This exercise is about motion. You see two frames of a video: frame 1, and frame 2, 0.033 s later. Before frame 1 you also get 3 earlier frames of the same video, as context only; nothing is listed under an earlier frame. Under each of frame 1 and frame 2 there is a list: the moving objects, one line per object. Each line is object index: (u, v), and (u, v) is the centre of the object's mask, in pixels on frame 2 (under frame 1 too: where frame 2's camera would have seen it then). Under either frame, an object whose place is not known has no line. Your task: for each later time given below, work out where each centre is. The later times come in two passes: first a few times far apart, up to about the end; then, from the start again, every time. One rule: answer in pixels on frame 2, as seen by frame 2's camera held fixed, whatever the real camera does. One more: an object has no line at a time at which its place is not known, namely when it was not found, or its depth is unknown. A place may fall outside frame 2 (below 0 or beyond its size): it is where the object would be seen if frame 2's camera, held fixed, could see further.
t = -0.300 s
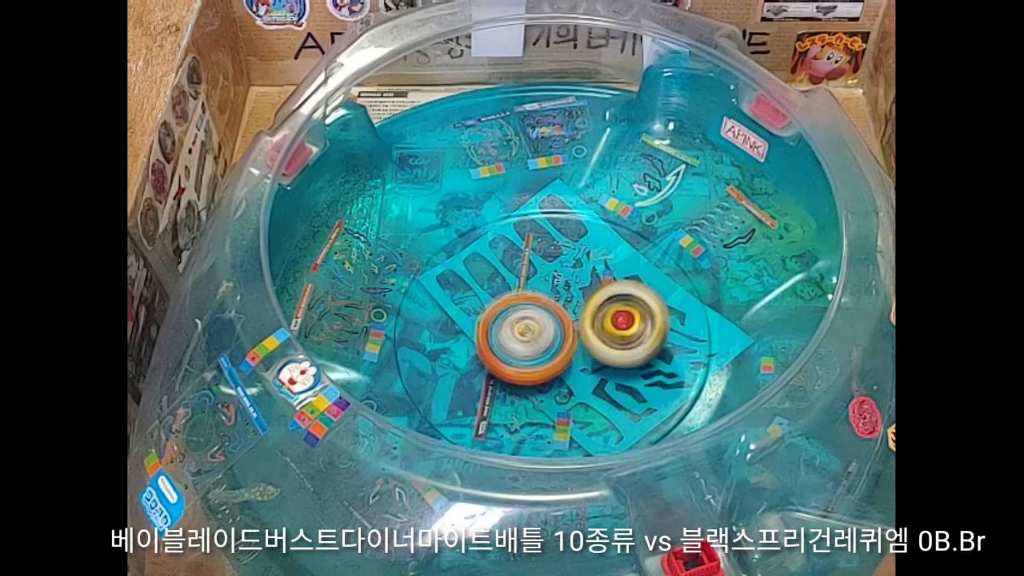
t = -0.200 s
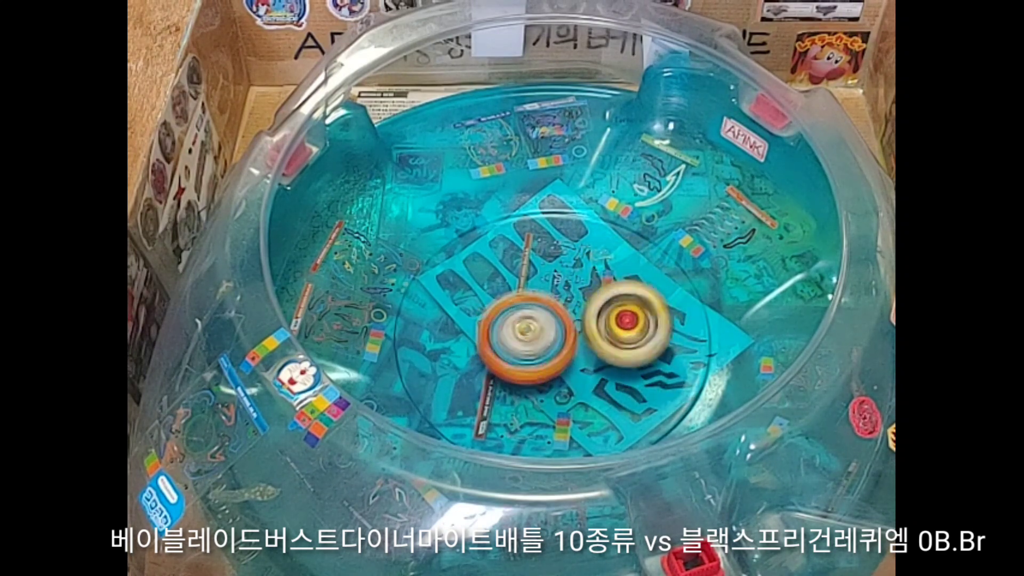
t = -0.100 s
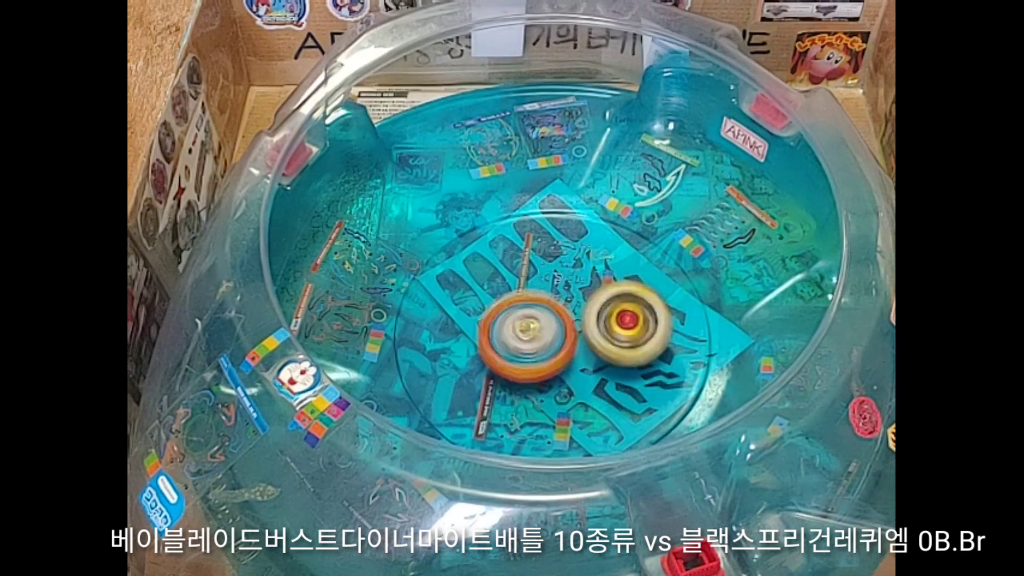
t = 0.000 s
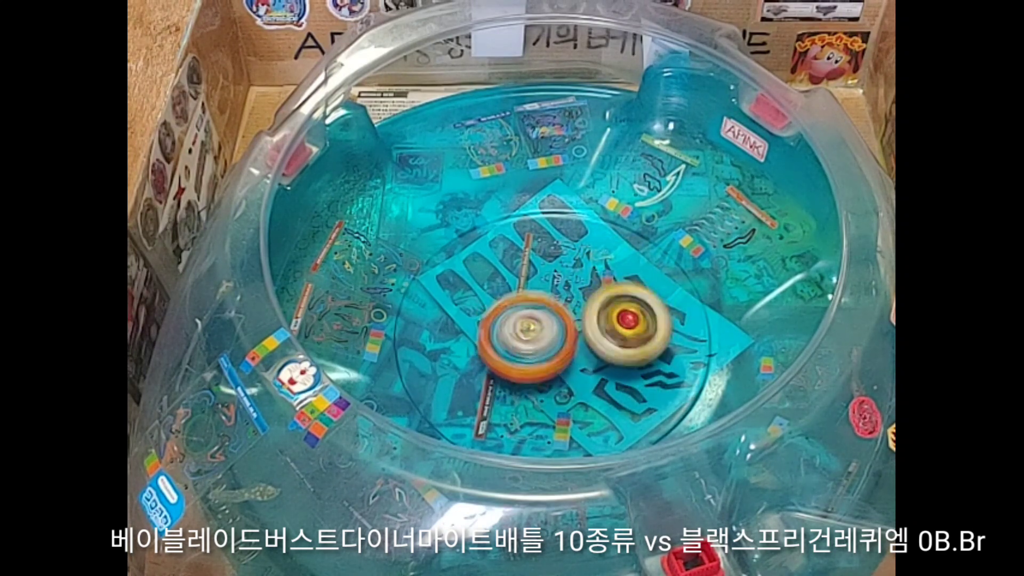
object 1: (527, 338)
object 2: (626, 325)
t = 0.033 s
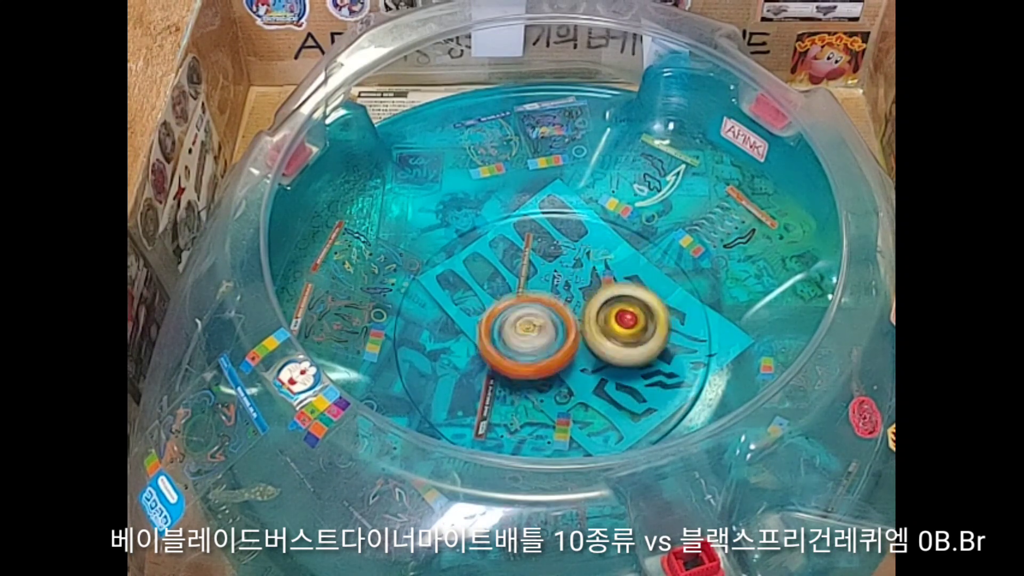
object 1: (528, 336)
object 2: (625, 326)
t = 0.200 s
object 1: (528, 338)
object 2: (626, 325)
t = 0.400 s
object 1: (527, 336)
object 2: (630, 322)
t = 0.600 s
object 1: (522, 334)
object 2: (643, 322)
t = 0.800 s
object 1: (523, 331)
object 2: (620, 331)
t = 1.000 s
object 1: (520, 328)
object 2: (628, 331)
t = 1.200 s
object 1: (517, 326)
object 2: (622, 324)
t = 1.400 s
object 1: (518, 326)
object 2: (616, 327)
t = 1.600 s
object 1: (516, 323)
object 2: (615, 328)
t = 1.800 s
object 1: (517, 323)
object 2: (613, 330)
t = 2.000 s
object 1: (516, 323)
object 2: (615, 330)
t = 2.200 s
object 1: (515, 322)
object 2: (612, 330)
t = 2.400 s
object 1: (515, 320)
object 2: (616, 324)
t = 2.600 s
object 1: (516, 324)
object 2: (613, 332)
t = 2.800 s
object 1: (517, 321)
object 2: (623, 333)
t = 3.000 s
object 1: (512, 324)
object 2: (609, 341)
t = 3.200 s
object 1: (518, 320)
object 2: (605, 355)
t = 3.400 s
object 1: (490, 300)
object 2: (647, 389)
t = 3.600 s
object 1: (490, 303)
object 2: (639, 366)
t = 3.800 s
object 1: (520, 305)
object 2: (596, 351)
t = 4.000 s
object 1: (536, 302)
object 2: (631, 360)
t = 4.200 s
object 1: (547, 306)
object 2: (623, 370)
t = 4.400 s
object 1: (546, 304)
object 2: (605, 370)
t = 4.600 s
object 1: (539, 298)
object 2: (566, 380)
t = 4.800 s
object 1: (540, 299)
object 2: (537, 377)
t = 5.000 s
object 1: (546, 302)
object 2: (524, 383)
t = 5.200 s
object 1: (566, 301)
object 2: (528, 394)
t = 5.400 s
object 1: (581, 310)
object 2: (518, 401)
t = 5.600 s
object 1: (583, 325)
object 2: (512, 384)
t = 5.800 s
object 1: (585, 324)
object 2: (511, 380)
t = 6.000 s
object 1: (571, 312)
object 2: (501, 365)
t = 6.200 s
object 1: (571, 289)
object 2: (502, 342)
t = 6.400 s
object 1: (574, 289)
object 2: (494, 333)
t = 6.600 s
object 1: (588, 298)
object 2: (501, 335)
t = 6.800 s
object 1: (586, 321)
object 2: (498, 322)
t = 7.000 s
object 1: (576, 344)
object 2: (486, 318)
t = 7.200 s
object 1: (559, 364)
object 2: (490, 299)
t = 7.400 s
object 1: (557, 365)
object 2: (504, 297)
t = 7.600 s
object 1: (563, 363)
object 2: (499, 298)
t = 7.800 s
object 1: (558, 358)
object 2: (486, 302)
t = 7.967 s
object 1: (557, 358)
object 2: (484, 302)
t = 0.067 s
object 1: (529, 337)
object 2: (625, 326)
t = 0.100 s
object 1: (527, 337)
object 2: (626, 327)
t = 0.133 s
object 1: (528, 336)
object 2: (625, 326)
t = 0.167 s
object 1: (529, 337)
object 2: (625, 326)
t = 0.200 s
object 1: (528, 338)
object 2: (626, 325)
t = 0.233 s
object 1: (528, 337)
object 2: (625, 324)
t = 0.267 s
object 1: (529, 336)
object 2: (625, 323)
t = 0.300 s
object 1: (527, 336)
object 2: (629, 322)
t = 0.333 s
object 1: (527, 336)
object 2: (632, 322)
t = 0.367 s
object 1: (528, 336)
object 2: (631, 323)
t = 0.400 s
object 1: (527, 336)
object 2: (630, 322)
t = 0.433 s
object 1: (527, 336)
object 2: (625, 321)
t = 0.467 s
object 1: (524, 336)
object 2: (624, 322)
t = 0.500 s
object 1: (521, 334)
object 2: (635, 321)
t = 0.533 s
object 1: (524, 333)
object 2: (640, 320)
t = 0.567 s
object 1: (523, 335)
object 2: (642, 321)
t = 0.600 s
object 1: (522, 334)
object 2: (643, 322)
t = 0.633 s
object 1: (523, 334)
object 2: (639, 322)
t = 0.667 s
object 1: (523, 334)
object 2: (633, 323)
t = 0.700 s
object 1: (523, 334)
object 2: (627, 324)
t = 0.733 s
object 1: (521, 333)
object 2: (621, 328)
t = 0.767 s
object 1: (521, 331)
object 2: (621, 330)
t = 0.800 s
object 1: (523, 331)
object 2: (620, 331)
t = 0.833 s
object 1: (521, 331)
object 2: (622, 332)
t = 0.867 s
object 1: (522, 330)
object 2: (620, 332)
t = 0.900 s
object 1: (522, 330)
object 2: (623, 332)
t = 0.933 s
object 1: (521, 330)
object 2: (622, 332)
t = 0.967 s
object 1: (522, 329)
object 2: (621, 332)
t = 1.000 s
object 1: (520, 328)
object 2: (628, 331)
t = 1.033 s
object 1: (521, 328)
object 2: (627, 331)
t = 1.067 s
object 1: (521, 329)
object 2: (625, 330)
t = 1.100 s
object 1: (521, 328)
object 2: (625, 330)
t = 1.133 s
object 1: (522, 328)
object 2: (621, 328)
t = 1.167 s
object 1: (521, 328)
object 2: (619, 325)
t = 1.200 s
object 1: (517, 326)
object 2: (622, 324)
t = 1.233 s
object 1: (515, 323)
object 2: (626, 324)
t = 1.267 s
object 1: (517, 323)
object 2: (627, 325)
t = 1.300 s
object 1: (517, 325)
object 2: (626, 327)
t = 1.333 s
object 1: (517, 325)
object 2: (625, 325)
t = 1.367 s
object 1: (517, 324)
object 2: (622, 326)
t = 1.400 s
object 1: (518, 326)
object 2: (616, 327)
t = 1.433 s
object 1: (516, 325)
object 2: (614, 327)
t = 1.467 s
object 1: (514, 323)
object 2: (614, 326)
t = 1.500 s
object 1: (515, 322)
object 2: (614, 325)
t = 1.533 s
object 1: (515, 323)
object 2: (616, 326)
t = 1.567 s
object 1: (515, 322)
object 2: (617, 326)
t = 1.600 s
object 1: (516, 323)
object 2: (615, 328)
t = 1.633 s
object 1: (515, 324)
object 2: (614, 329)
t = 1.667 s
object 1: (514, 323)
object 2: (615, 330)
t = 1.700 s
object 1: (516, 322)
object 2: (613, 330)
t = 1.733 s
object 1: (515, 323)
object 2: (615, 331)
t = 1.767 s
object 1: (516, 322)
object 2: (616, 330)
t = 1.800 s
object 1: (517, 323)
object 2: (613, 330)
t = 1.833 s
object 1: (515, 323)
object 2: (617, 330)
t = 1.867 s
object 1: (515, 321)
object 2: (617, 329)
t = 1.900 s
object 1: (518, 323)
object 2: (616, 328)
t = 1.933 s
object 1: (515, 324)
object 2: (616, 328)
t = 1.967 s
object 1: (514, 323)
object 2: (615, 329)
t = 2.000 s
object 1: (516, 323)
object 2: (615, 330)
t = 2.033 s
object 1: (516, 325)
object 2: (615, 331)
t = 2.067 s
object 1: (514, 324)
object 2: (615, 331)
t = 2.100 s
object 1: (515, 322)
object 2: (613, 331)
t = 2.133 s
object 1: (516, 323)
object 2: (614, 330)
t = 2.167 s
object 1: (515, 324)
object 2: (612, 329)
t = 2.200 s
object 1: (515, 322)
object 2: (612, 330)
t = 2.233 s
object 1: (516, 321)
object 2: (613, 329)
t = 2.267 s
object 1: (517, 323)
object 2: (613, 327)
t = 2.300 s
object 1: (514, 323)
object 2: (613, 326)
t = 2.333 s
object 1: (514, 320)
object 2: (612, 324)
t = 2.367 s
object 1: (515, 320)
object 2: (613, 325)
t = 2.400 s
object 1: (515, 320)
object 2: (616, 324)
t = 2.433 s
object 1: (515, 321)
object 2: (618, 323)
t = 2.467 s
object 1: (516, 322)
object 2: (617, 324)
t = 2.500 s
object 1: (515, 322)
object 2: (617, 325)
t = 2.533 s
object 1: (515, 322)
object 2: (614, 327)
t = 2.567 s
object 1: (516, 322)
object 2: (614, 329)
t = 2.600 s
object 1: (516, 324)
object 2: (613, 332)
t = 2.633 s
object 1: (514, 323)
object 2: (614, 333)
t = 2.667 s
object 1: (514, 322)
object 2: (614, 334)
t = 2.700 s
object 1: (516, 323)
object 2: (613, 333)
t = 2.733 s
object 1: (514, 323)
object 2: (616, 334)
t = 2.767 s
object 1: (513, 320)
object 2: (620, 333)
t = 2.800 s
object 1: (517, 321)
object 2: (623, 333)
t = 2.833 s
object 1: (517, 325)
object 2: (621, 333)
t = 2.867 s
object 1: (513, 324)
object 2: (620, 333)
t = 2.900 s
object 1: (513, 321)
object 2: (618, 335)
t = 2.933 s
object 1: (517, 323)
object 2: (616, 335)
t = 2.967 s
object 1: (516, 325)
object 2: (612, 339)
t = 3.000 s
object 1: (512, 324)
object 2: (609, 341)
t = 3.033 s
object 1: (513, 321)
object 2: (606, 344)
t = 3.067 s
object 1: (514, 321)
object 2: (606, 345)
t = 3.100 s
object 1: (516, 321)
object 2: (606, 348)
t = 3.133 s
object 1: (515, 320)
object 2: (606, 350)
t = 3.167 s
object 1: (518, 319)
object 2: (607, 352)
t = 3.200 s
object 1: (518, 320)
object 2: (605, 355)
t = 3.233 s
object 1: (507, 314)
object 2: (628, 364)
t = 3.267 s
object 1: (499, 310)
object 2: (642, 371)
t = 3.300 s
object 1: (494, 306)
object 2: (649, 378)
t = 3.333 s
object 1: (490, 302)
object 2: (649, 383)
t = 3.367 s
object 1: (490, 301)
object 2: (649, 387)
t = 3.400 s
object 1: (490, 300)
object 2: (647, 389)
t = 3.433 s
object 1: (491, 300)
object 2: (646, 389)
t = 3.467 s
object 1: (491, 300)
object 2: (645, 387)
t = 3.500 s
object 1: (490, 301)
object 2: (645, 384)
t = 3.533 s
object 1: (490, 302)
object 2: (641, 378)
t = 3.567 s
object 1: (489, 303)
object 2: (640, 373)
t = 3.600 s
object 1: (490, 303)
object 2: (639, 366)
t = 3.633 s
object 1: (492, 303)
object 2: (634, 358)
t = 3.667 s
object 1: (496, 303)
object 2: (625, 351)
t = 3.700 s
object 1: (501, 301)
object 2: (613, 349)
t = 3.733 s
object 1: (505, 302)
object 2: (603, 350)
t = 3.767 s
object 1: (513, 304)
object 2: (597, 351)
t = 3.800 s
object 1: (520, 305)
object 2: (596, 351)
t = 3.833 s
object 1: (525, 303)
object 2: (602, 351)
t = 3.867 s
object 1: (530, 303)
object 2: (605, 347)
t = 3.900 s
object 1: (532, 300)
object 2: (615, 352)
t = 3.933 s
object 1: (533, 300)
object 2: (623, 358)
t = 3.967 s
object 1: (534, 302)
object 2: (626, 360)
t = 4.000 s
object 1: (536, 302)
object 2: (631, 360)
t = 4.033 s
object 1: (538, 303)
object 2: (632, 358)
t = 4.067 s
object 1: (541, 306)
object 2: (628, 359)
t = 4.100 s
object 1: (545, 307)
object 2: (623, 362)
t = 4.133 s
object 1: (547, 308)
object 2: (616, 364)
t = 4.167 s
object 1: (546, 308)
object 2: (617, 367)
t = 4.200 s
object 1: (547, 306)
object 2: (623, 370)
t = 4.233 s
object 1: (549, 306)
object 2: (626, 373)
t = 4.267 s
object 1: (548, 307)
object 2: (628, 372)
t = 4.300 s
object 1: (546, 308)
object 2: (624, 373)
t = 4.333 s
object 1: (545, 306)
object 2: (619, 374)
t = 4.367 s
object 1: (546, 304)
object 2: (613, 370)
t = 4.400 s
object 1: (546, 304)
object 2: (605, 370)
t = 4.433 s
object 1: (548, 305)
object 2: (597, 370)
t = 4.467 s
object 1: (546, 302)
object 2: (590, 374)
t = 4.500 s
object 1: (542, 301)
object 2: (585, 376)
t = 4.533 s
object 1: (541, 300)
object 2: (578, 376)
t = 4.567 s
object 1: (540, 298)
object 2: (571, 380)
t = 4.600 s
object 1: (539, 298)
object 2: (566, 380)
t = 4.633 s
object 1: (540, 298)
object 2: (558, 377)
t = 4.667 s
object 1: (539, 297)
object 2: (553, 379)
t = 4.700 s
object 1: (540, 298)
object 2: (548, 379)
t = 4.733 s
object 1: (541, 299)
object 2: (542, 380)
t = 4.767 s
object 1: (539, 298)
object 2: (540, 381)
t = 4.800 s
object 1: (540, 299)
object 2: (537, 377)
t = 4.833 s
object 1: (539, 300)
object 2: (533, 380)
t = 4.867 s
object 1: (538, 300)
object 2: (532, 380)
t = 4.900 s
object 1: (538, 300)
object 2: (531, 376)
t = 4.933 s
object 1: (538, 299)
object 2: (529, 381)
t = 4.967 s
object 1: (540, 302)
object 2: (528, 385)
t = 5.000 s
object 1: (546, 302)
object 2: (524, 383)
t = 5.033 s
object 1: (547, 303)
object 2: (524, 384)
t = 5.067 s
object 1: (550, 304)
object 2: (527, 384)
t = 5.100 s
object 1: (553, 304)
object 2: (528, 381)
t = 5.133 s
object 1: (558, 305)
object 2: (532, 378)
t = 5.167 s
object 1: (562, 302)
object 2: (532, 384)
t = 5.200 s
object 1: (566, 301)
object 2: (528, 394)
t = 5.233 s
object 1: (570, 302)
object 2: (521, 400)
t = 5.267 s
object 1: (574, 302)
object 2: (523, 405)
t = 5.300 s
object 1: (577, 303)
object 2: (522, 408)
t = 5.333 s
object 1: (578, 307)
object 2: (520, 406)
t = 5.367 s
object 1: (580, 308)
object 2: (522, 404)
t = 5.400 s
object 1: (581, 310)
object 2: (518, 401)
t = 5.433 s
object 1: (584, 311)
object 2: (513, 395)
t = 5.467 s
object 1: (587, 314)
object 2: (509, 393)
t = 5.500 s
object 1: (586, 316)
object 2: (506, 390)
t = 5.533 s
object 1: (586, 320)
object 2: (507, 390)
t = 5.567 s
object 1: (587, 323)
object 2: (508, 387)
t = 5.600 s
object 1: (583, 325)
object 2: (512, 384)
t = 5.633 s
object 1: (583, 326)
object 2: (516, 379)
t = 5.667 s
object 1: (584, 326)
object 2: (513, 382)
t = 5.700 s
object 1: (585, 326)
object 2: (516, 383)
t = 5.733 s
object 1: (586, 326)
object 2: (514, 383)
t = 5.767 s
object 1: (584, 325)
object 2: (513, 381)
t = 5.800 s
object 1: (585, 324)
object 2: (511, 380)
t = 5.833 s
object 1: (582, 325)
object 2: (509, 377)
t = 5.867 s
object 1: (580, 323)
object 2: (507, 373)
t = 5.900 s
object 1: (578, 323)
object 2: (504, 370)
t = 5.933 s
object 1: (576, 318)
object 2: (503, 369)
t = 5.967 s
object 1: (573, 315)
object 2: (501, 366)
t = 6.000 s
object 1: (571, 312)
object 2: (501, 365)
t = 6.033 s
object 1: (570, 307)
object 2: (502, 359)
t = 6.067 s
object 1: (569, 303)
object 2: (500, 357)
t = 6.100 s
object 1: (568, 299)
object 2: (500, 353)
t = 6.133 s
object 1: (569, 295)
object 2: (501, 349)
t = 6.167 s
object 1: (567, 293)
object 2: (500, 345)
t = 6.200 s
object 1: (571, 289)
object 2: (502, 342)
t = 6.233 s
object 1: (571, 288)
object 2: (501, 337)
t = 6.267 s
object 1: (572, 286)
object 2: (498, 336)
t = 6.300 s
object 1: (571, 285)
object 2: (499, 332)
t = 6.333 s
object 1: (570, 285)
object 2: (495, 333)
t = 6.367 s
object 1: (571, 286)
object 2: (493, 333)
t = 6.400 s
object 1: (574, 289)
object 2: (494, 333)
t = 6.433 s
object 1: (575, 289)
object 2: (500, 332)
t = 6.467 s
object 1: (578, 287)
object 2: (503, 332)
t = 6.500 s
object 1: (581, 290)
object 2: (500, 336)
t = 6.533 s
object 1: (582, 293)
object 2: (500, 339)
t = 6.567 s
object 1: (585, 295)
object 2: (502, 338)
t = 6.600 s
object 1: (588, 298)
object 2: (501, 335)
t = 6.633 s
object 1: (591, 303)
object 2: (501, 330)
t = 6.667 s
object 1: (590, 306)
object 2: (498, 326)
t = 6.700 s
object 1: (589, 311)
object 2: (496, 324)
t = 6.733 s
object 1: (588, 315)
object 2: (497, 325)
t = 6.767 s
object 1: (587, 317)
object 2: (497, 325)
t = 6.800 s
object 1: (586, 321)
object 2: (498, 322)
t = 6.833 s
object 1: (588, 326)
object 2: (490, 324)
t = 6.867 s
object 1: (588, 331)
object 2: (477, 327)
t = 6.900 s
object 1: (583, 335)
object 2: (473, 328)
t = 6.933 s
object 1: (581, 337)
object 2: (476, 327)
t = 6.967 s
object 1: (578, 341)
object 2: (481, 324)
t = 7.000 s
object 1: (576, 344)
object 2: (486, 318)
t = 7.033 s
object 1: (573, 346)
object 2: (486, 313)
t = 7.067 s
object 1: (572, 348)
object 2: (488, 311)
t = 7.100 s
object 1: (570, 351)
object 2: (493, 314)
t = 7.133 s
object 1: (567, 356)
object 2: (492, 309)
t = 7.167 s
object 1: (565, 361)
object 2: (490, 305)
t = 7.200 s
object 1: (559, 364)
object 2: (490, 299)
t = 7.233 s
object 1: (555, 365)
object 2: (493, 293)
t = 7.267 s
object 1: (553, 366)
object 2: (495, 289)
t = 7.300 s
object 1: (553, 367)
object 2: (496, 288)
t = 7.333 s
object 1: (553, 367)
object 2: (497, 289)
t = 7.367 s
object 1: (554, 366)
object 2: (501, 293)
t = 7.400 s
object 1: (557, 365)
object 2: (504, 297)
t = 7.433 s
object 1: (560, 366)
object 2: (501, 297)
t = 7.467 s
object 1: (563, 366)
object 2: (499, 297)
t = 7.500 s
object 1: (565, 366)
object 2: (498, 296)
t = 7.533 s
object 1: (565, 366)
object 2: (498, 296)
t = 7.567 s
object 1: (564, 365)
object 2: (499, 296)
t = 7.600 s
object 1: (563, 363)
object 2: (499, 298)
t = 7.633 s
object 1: (562, 361)
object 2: (495, 300)
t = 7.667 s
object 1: (561, 360)
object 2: (492, 302)
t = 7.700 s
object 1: (560, 360)
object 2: (488, 304)
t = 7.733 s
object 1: (560, 359)
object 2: (486, 303)
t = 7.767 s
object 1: (559, 359)
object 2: (486, 302)
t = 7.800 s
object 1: (558, 358)
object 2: (486, 302)
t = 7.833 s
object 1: (557, 358)
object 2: (485, 302)
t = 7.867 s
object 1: (556, 358)
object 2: (484, 302)
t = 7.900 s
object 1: (556, 357)
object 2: (483, 302)
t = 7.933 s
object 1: (556, 358)
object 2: (483, 302)
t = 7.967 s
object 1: (557, 358)
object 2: (484, 302)
